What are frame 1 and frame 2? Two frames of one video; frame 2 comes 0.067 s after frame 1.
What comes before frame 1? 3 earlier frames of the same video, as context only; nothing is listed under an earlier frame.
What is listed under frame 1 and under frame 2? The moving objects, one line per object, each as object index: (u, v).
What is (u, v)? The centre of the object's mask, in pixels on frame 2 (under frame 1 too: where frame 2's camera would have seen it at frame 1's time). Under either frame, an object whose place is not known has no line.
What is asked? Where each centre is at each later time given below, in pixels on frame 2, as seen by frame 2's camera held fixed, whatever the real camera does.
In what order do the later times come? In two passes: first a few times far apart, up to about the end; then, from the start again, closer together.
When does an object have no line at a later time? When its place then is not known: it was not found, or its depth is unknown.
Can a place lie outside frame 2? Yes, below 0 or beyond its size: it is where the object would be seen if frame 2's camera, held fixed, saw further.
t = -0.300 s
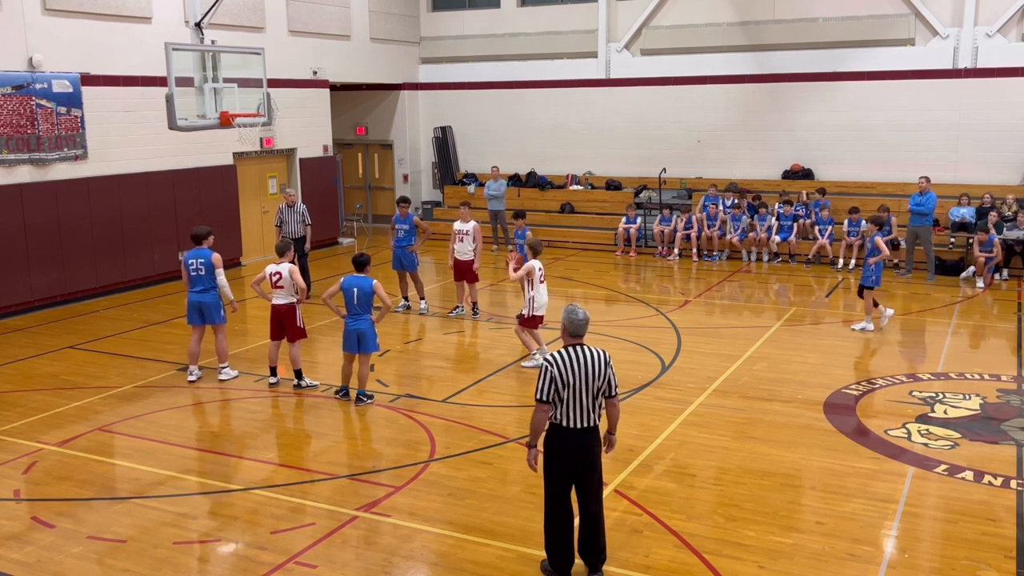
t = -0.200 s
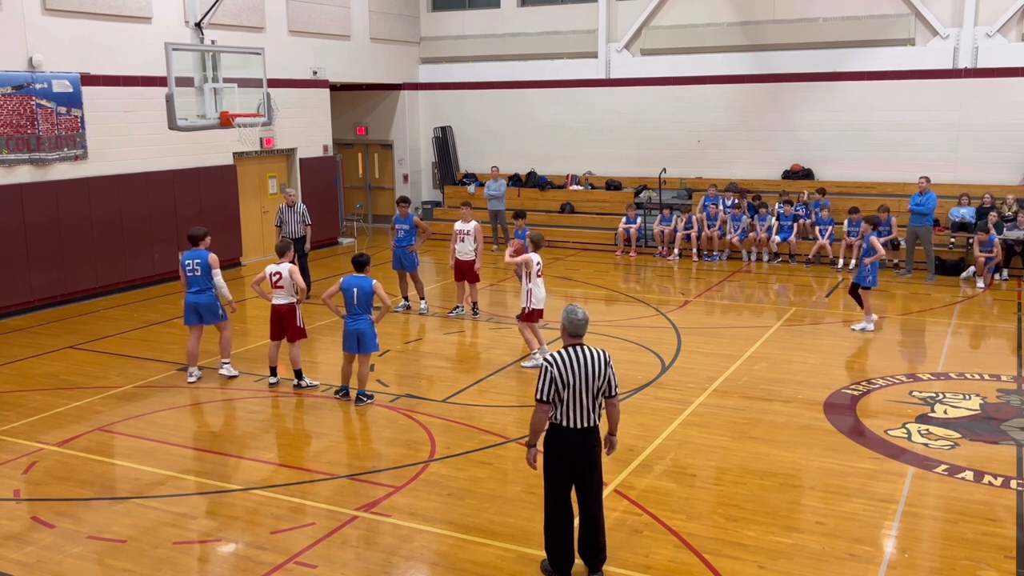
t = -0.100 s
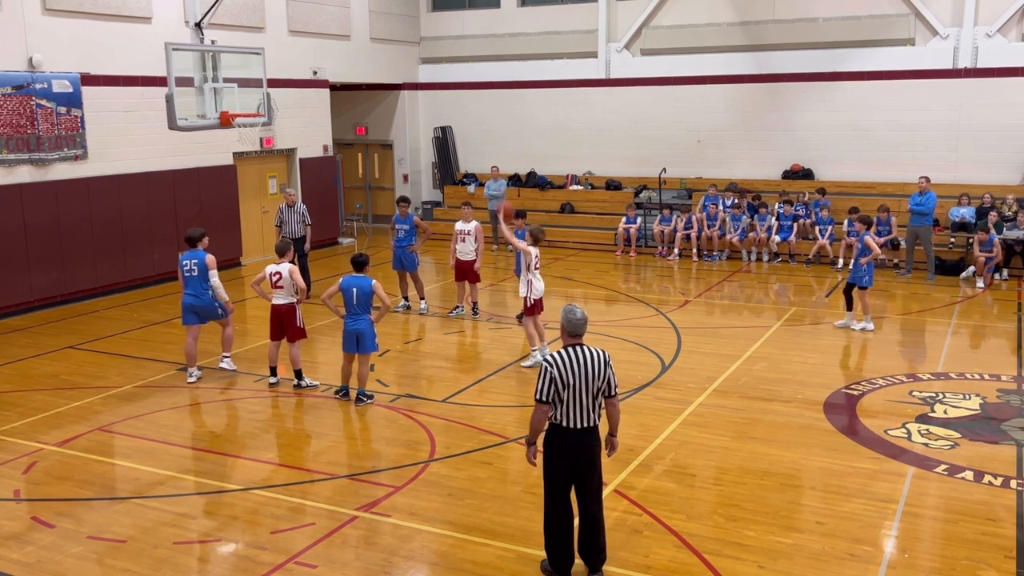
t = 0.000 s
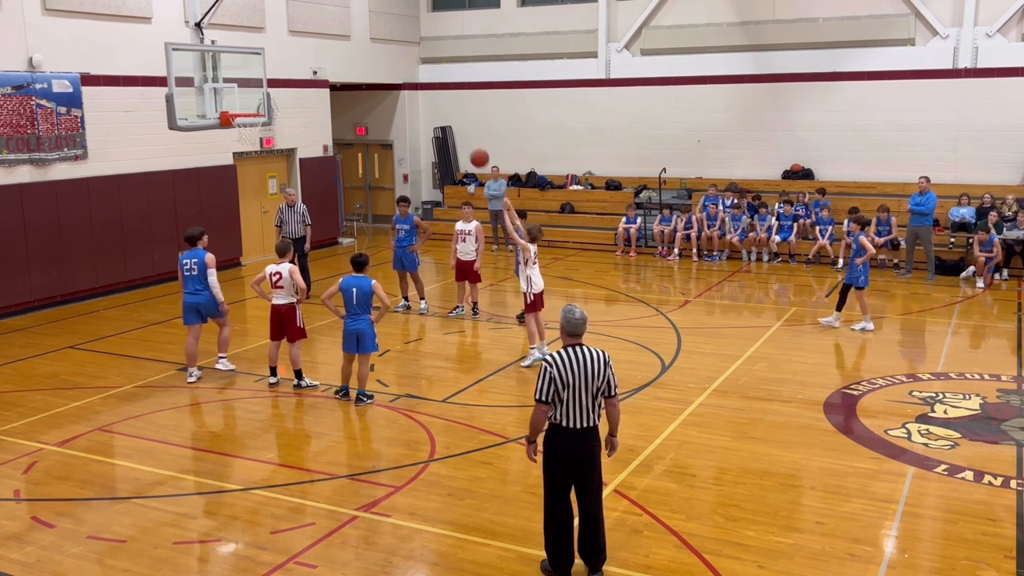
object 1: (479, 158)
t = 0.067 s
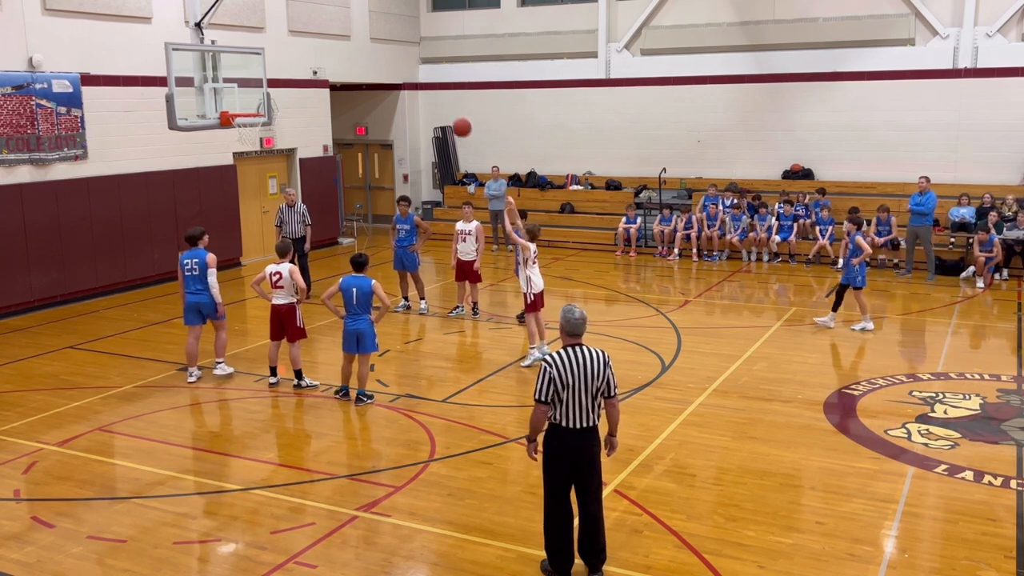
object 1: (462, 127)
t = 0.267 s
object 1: (409, 59)
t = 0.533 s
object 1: (345, 21)
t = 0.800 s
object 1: (288, 39)
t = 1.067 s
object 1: (239, 106)
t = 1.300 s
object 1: (275, 91)
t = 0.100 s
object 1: (453, 113)
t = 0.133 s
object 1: (444, 100)
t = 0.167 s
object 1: (435, 89)
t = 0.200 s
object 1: (426, 79)
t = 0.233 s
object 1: (417, 68)
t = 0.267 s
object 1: (409, 59)
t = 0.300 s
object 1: (401, 51)
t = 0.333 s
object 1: (393, 44)
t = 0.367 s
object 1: (384, 38)
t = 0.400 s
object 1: (376, 33)
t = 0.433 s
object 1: (368, 28)
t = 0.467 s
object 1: (360, 25)
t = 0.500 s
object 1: (352, 22)
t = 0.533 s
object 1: (345, 21)
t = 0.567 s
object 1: (337, 20)
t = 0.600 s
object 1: (330, 20)
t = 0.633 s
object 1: (322, 21)
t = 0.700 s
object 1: (308, 25)
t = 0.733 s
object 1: (302, 29)
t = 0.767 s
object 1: (295, 33)
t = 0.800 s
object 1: (288, 39)
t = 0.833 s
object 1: (281, 44)
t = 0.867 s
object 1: (275, 51)
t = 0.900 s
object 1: (269, 59)
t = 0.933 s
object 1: (263, 67)
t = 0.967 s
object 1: (257, 75)
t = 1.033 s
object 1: (245, 95)
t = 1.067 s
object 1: (239, 106)
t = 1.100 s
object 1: (241, 106)
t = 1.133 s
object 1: (246, 102)
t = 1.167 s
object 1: (252, 99)
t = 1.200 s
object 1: (257, 95)
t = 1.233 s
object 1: (263, 93)
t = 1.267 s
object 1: (269, 92)
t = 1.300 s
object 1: (275, 91)
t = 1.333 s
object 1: (281, 92)
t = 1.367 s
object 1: (287, 93)
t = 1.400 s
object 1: (293, 95)
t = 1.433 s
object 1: (300, 98)
